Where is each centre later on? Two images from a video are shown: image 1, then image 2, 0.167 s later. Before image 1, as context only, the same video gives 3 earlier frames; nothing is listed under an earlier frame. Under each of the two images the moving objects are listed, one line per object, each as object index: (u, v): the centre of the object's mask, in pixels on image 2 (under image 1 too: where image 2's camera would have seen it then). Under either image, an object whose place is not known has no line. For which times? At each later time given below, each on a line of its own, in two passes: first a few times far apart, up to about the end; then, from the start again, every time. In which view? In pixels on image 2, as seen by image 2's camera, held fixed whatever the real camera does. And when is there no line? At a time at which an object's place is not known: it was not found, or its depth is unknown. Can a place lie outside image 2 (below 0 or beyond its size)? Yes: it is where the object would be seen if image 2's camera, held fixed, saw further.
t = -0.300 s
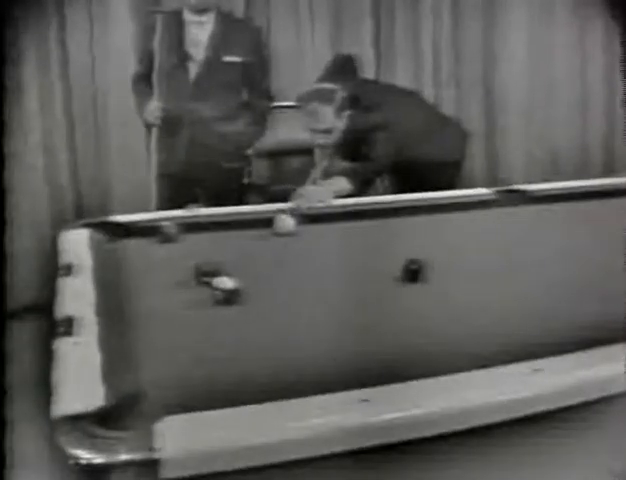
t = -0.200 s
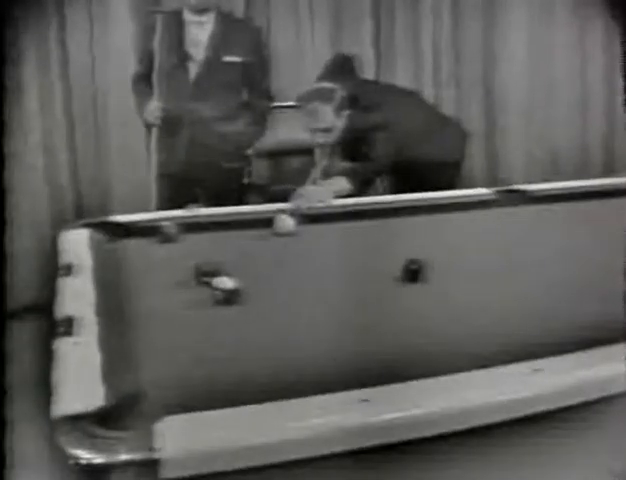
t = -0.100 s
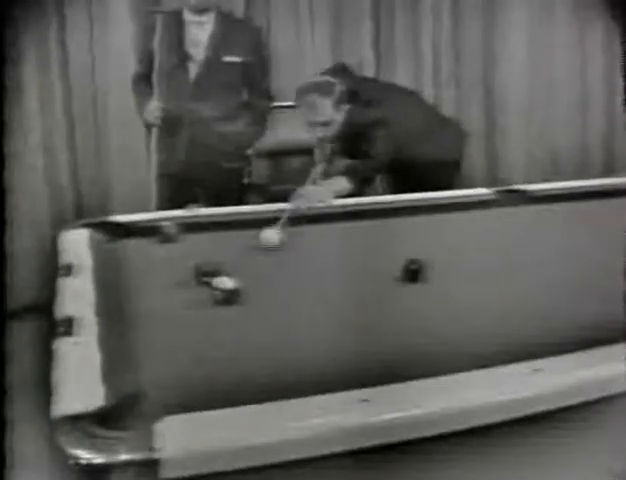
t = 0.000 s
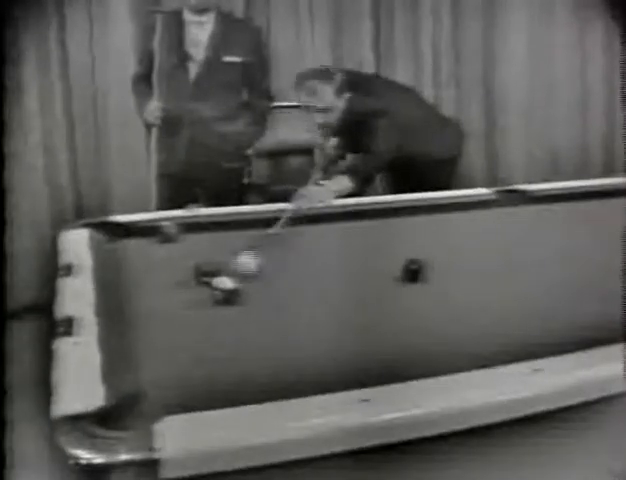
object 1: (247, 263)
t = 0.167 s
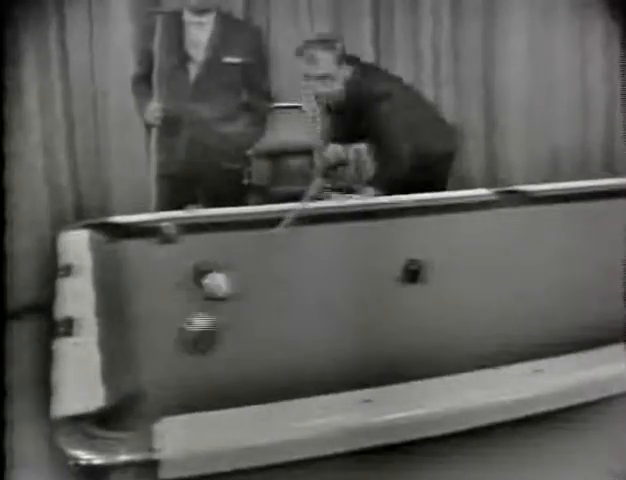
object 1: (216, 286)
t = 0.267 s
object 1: (205, 292)
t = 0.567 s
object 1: (158, 321)
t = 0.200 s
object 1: (213, 287)
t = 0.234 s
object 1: (210, 289)
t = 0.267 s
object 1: (205, 292)
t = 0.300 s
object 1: (201, 294)
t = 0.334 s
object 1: (196, 297)
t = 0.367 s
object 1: (190, 300)
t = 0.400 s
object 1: (185, 303)
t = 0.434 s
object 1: (180, 307)
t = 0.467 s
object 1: (174, 309)
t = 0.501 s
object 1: (168, 313)
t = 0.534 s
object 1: (163, 317)
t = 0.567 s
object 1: (158, 321)
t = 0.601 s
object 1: (152, 324)
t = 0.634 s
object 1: (147, 327)
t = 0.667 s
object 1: (142, 331)
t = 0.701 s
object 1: (144, 333)
